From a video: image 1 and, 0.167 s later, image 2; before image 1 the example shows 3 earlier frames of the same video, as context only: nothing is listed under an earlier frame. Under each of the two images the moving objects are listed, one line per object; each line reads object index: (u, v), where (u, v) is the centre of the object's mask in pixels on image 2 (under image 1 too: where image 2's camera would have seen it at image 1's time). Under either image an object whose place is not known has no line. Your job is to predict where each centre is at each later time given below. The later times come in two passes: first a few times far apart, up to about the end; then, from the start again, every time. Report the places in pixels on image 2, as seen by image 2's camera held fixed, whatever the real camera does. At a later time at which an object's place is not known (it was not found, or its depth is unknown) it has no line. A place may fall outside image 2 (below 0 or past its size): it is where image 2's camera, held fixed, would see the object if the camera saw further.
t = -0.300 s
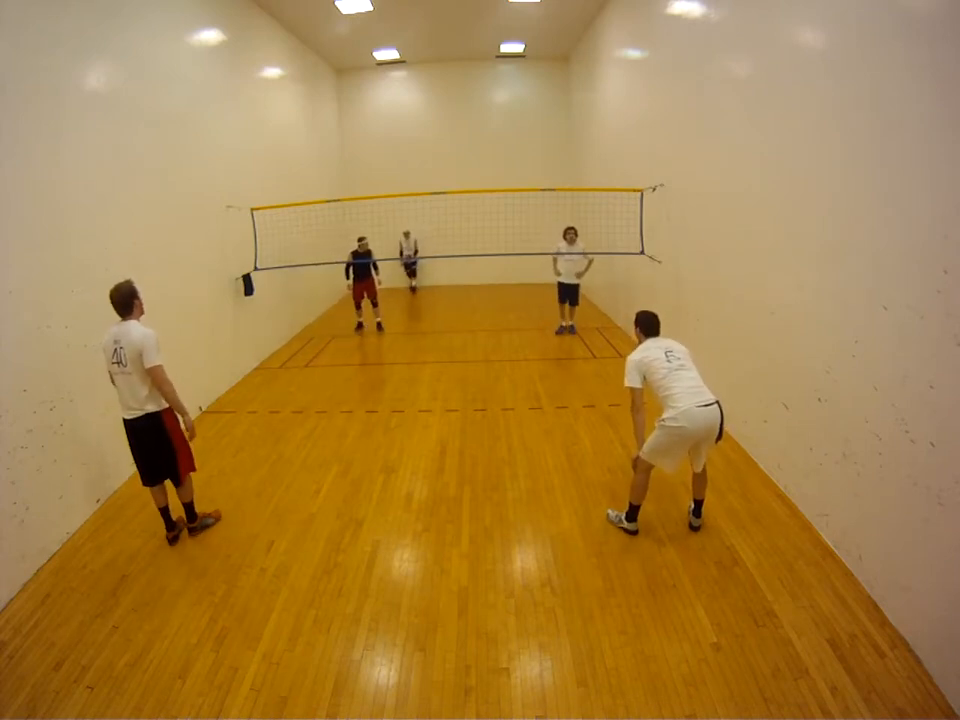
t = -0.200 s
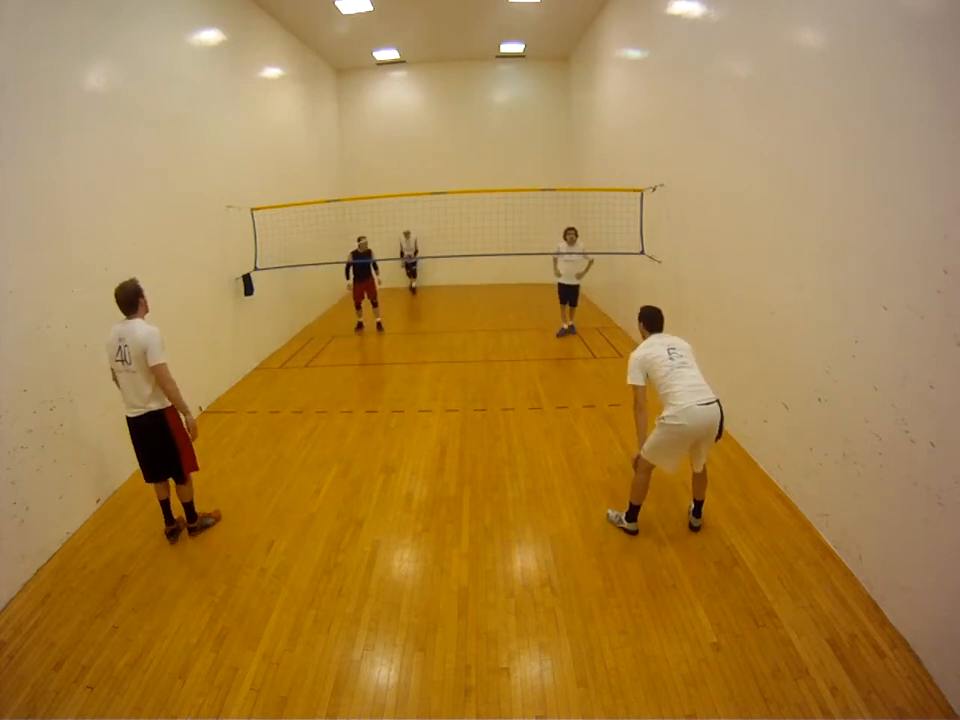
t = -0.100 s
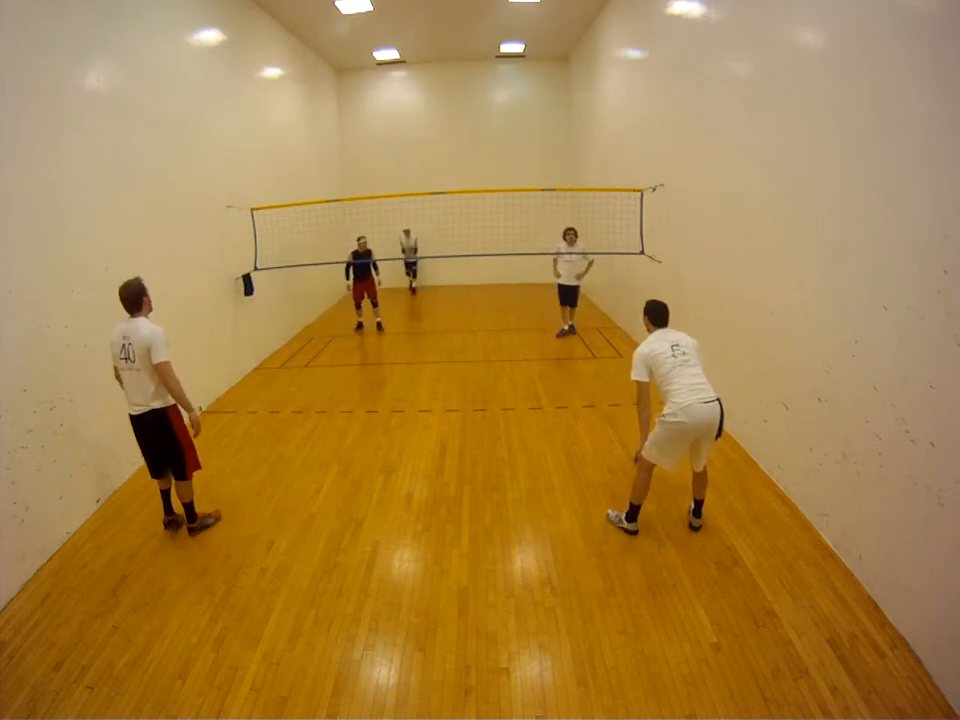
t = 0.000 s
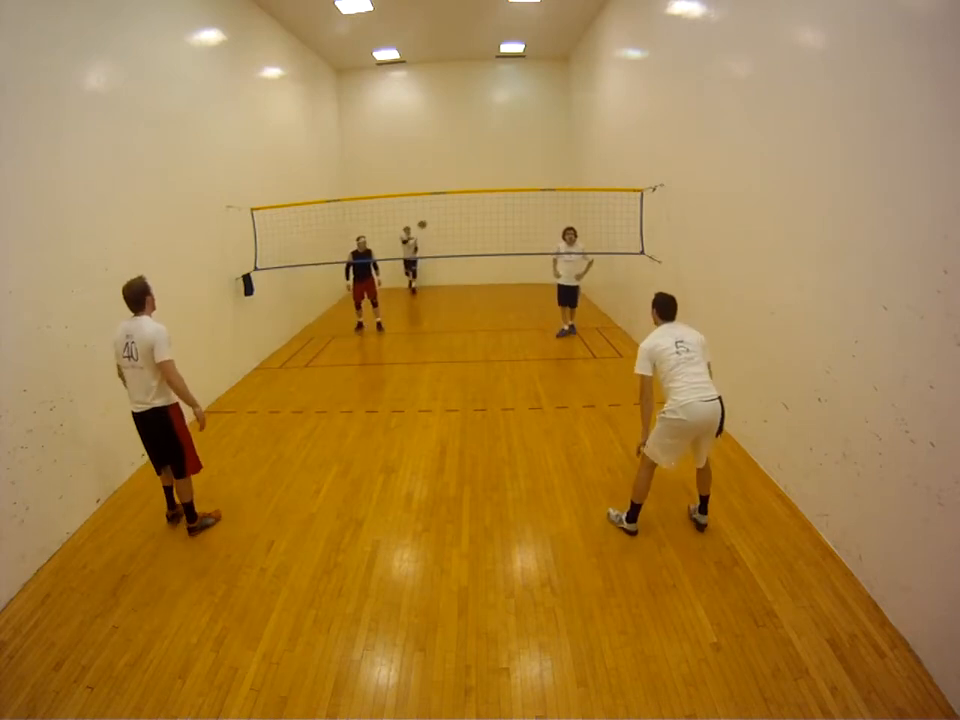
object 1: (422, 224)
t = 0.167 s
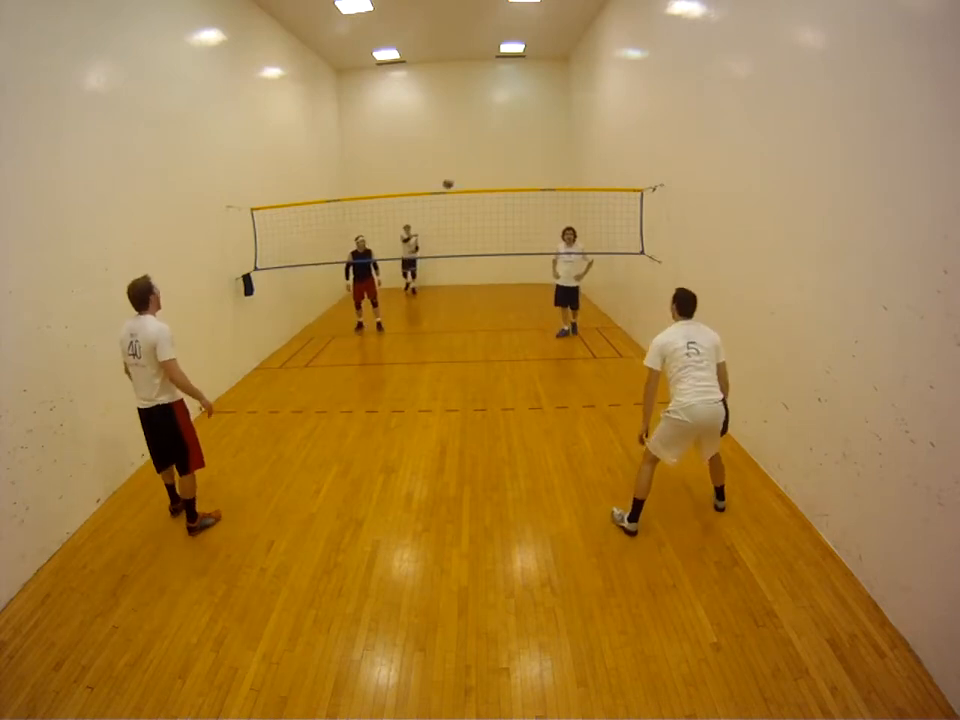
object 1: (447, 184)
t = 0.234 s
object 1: (459, 169)
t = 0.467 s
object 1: (508, 134)
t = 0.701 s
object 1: (571, 126)
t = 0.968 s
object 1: (667, 172)
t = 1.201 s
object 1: (669, 247)
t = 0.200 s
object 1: (453, 177)
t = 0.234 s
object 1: (459, 169)
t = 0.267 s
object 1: (465, 163)
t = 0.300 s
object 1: (471, 157)
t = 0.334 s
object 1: (478, 151)
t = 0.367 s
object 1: (485, 146)
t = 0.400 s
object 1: (492, 141)
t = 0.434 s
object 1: (500, 137)
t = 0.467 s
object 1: (508, 134)
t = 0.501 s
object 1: (516, 130)
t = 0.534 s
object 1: (525, 128)
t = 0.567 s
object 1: (533, 126)
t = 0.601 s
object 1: (542, 125)
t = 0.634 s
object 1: (552, 125)
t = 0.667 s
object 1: (562, 125)
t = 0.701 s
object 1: (571, 126)
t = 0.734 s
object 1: (582, 127)
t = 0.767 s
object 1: (593, 130)
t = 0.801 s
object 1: (604, 134)
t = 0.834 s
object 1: (616, 139)
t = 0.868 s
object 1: (628, 146)
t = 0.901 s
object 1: (640, 153)
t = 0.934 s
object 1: (654, 162)
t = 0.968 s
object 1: (667, 172)
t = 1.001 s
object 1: (680, 184)
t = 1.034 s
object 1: (695, 198)
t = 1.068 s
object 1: (691, 206)
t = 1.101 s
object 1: (686, 214)
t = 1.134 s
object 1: (681, 223)
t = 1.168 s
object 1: (675, 234)
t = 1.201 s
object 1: (669, 247)
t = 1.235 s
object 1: (664, 262)
